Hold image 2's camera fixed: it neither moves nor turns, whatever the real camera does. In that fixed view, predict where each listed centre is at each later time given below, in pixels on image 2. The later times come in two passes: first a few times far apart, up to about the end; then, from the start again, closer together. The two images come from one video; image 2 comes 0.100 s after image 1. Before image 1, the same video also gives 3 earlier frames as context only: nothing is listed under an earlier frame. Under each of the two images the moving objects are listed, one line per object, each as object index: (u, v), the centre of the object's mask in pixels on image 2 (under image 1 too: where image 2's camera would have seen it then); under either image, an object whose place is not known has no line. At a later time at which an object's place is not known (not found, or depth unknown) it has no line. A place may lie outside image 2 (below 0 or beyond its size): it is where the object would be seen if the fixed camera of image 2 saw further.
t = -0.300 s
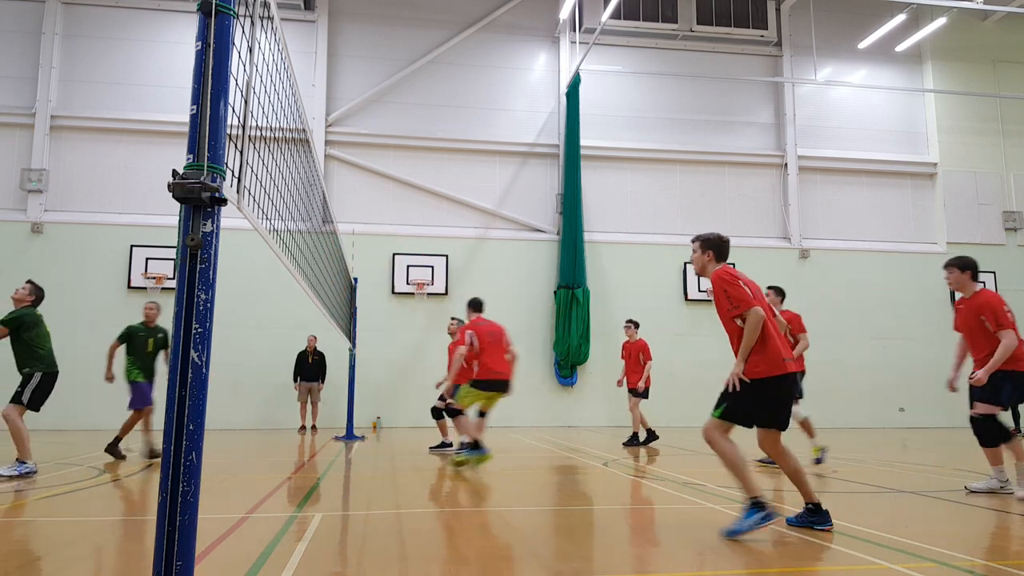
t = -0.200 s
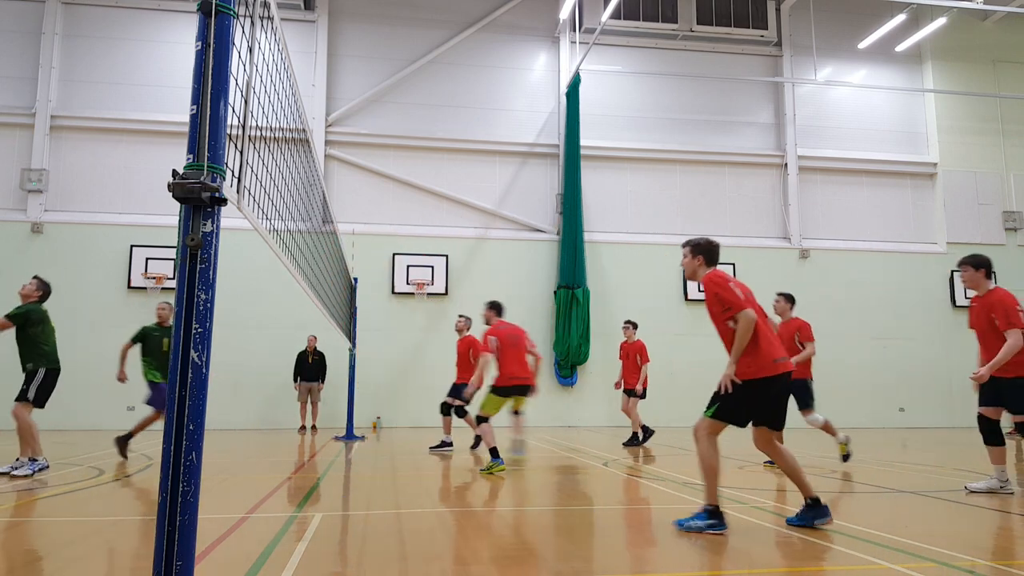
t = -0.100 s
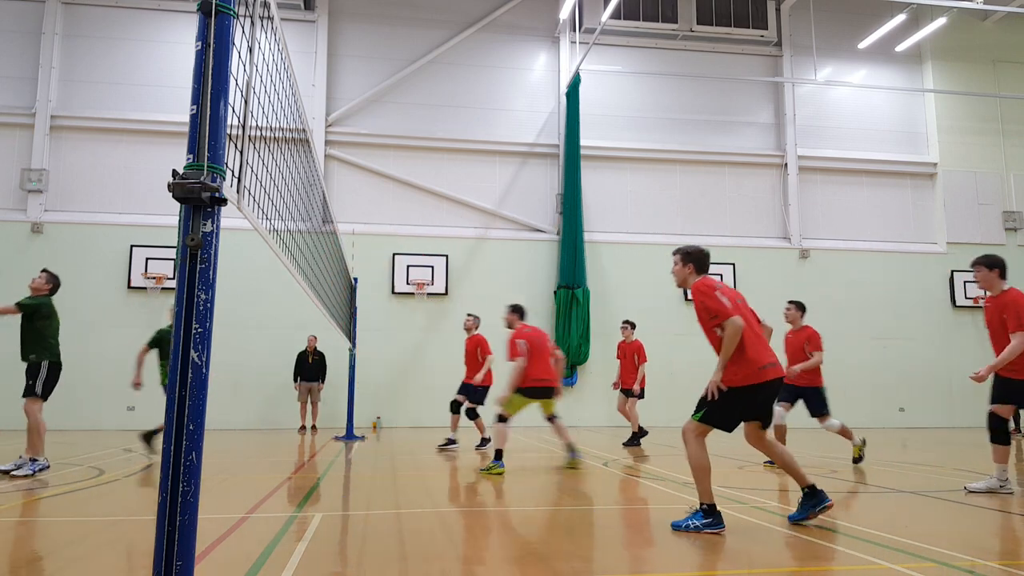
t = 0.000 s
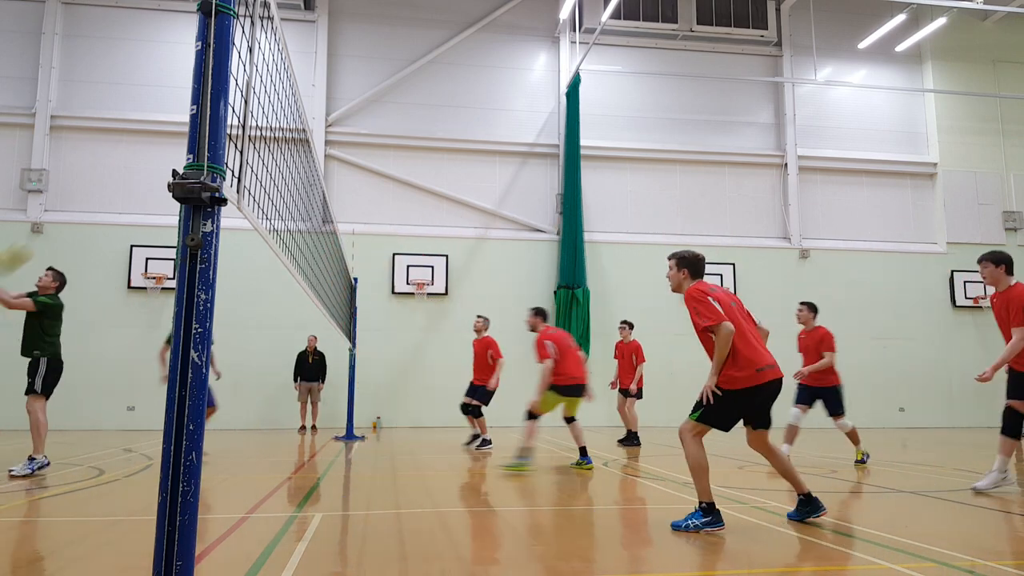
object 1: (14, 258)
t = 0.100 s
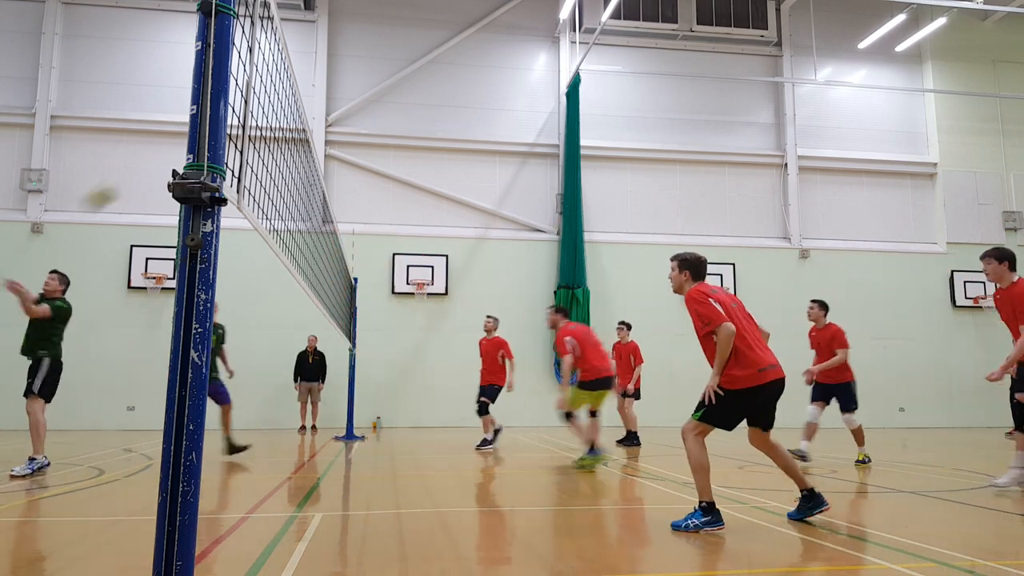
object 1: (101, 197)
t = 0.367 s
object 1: (307, 100)
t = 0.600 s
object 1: (453, 82)
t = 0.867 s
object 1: (601, 118)
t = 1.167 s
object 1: (748, 226)
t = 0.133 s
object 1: (128, 180)
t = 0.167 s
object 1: (154, 166)
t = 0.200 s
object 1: (178, 150)
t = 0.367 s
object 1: (307, 100)
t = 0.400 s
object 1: (329, 94)
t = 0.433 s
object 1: (350, 90)
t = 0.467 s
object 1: (372, 87)
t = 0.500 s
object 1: (393, 84)
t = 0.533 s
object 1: (414, 81)
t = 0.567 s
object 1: (435, 81)
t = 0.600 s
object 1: (453, 82)
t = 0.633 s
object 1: (473, 82)
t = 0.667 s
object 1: (493, 84)
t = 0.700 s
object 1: (511, 88)
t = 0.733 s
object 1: (530, 91)
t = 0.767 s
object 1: (549, 97)
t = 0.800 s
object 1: (570, 103)
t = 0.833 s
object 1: (583, 110)
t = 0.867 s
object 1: (601, 118)
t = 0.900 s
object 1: (618, 126)
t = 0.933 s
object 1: (635, 136)
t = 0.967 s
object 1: (652, 147)
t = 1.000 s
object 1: (669, 159)
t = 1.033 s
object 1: (685, 170)
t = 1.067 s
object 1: (701, 183)
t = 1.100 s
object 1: (717, 196)
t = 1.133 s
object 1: (733, 211)
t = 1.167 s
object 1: (748, 226)
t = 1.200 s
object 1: (763, 242)
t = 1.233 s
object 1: (780, 260)
